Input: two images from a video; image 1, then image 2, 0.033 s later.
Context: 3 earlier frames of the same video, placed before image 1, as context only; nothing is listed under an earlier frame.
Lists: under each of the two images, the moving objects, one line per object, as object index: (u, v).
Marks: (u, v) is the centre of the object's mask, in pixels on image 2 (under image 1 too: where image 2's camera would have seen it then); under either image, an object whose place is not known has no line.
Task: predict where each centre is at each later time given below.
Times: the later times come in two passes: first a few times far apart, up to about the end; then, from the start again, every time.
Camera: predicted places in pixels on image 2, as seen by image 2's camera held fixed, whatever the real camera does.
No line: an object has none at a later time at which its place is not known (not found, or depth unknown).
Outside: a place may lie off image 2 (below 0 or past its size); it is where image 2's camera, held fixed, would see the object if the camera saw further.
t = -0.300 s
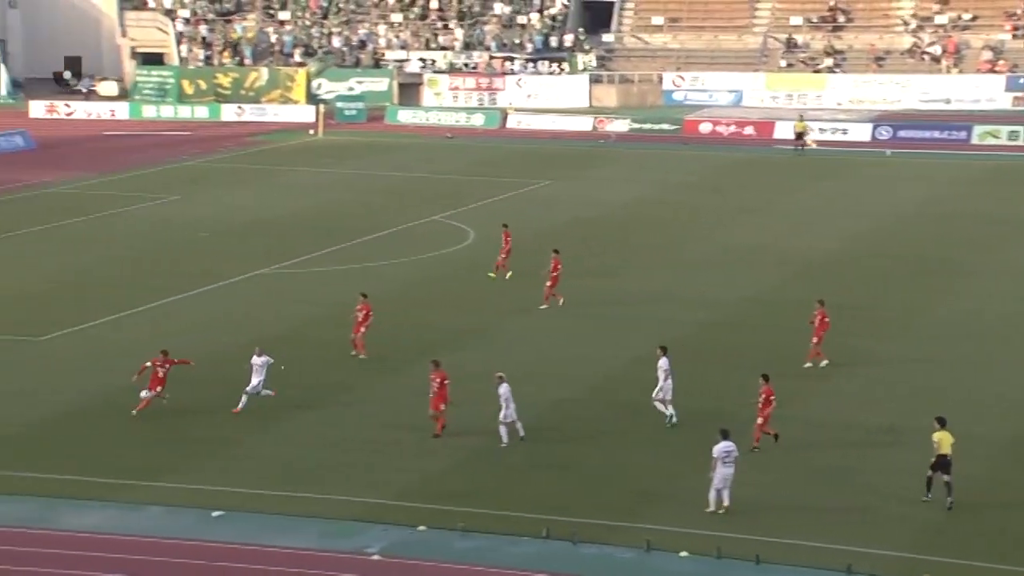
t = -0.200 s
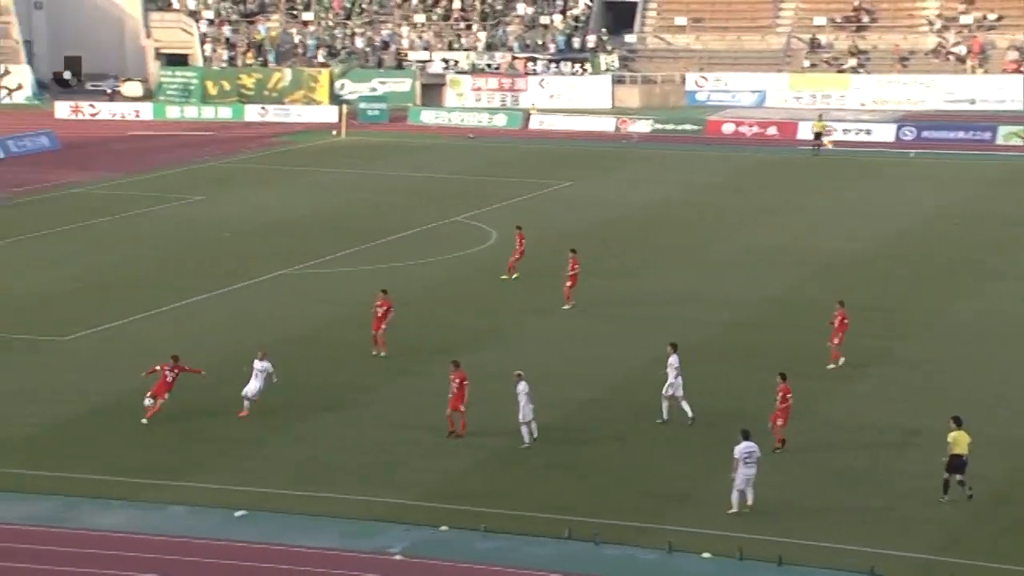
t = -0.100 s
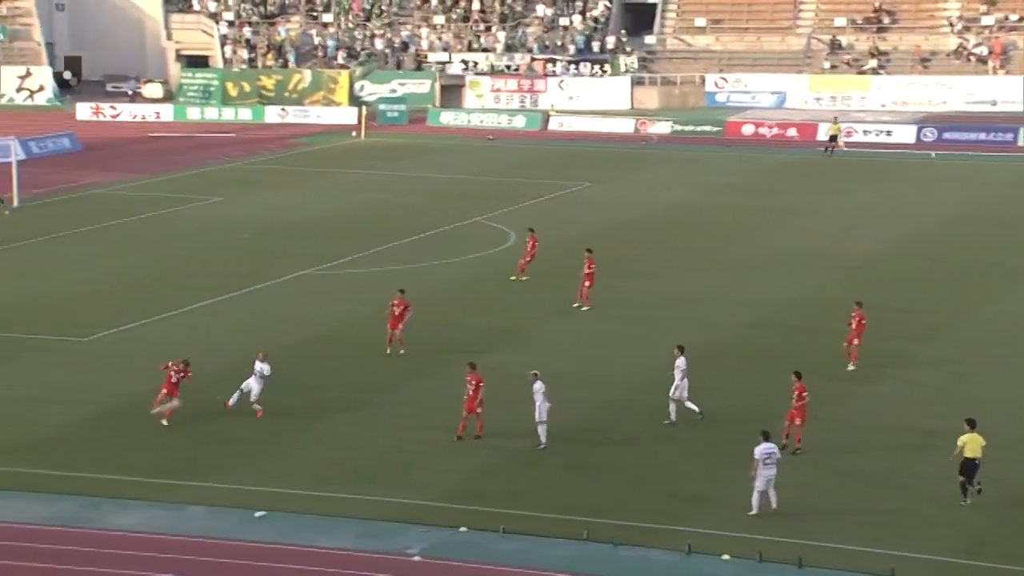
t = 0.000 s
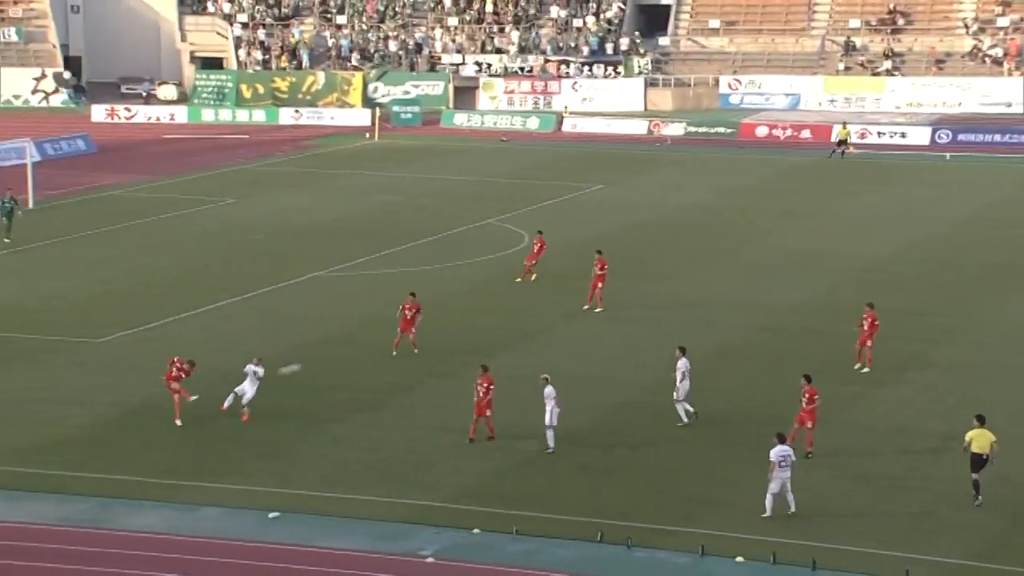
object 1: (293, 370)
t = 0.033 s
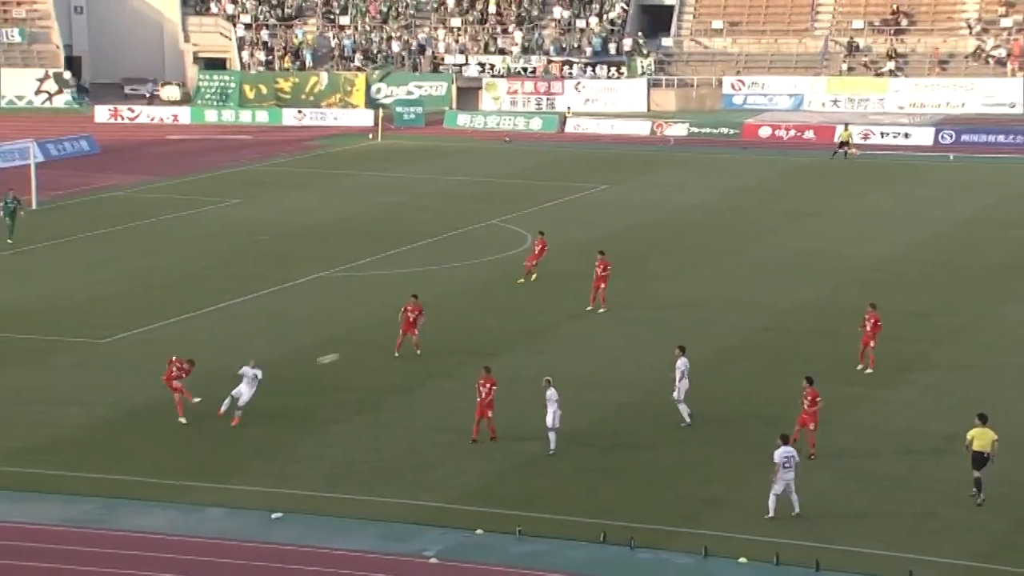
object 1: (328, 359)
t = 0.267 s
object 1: (574, 300)
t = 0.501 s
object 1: (824, 277)
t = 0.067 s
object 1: (363, 348)
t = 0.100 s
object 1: (397, 338)
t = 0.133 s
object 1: (434, 330)
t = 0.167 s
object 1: (469, 321)
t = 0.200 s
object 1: (504, 313)
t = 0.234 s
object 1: (539, 307)
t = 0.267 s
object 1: (574, 300)
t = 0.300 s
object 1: (611, 295)
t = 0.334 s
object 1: (645, 290)
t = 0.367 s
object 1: (681, 286)
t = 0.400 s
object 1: (717, 283)
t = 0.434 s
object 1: (752, 281)
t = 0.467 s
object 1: (788, 279)
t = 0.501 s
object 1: (824, 277)
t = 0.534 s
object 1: (859, 277)
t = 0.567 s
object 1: (895, 277)
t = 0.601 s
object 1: (932, 277)
